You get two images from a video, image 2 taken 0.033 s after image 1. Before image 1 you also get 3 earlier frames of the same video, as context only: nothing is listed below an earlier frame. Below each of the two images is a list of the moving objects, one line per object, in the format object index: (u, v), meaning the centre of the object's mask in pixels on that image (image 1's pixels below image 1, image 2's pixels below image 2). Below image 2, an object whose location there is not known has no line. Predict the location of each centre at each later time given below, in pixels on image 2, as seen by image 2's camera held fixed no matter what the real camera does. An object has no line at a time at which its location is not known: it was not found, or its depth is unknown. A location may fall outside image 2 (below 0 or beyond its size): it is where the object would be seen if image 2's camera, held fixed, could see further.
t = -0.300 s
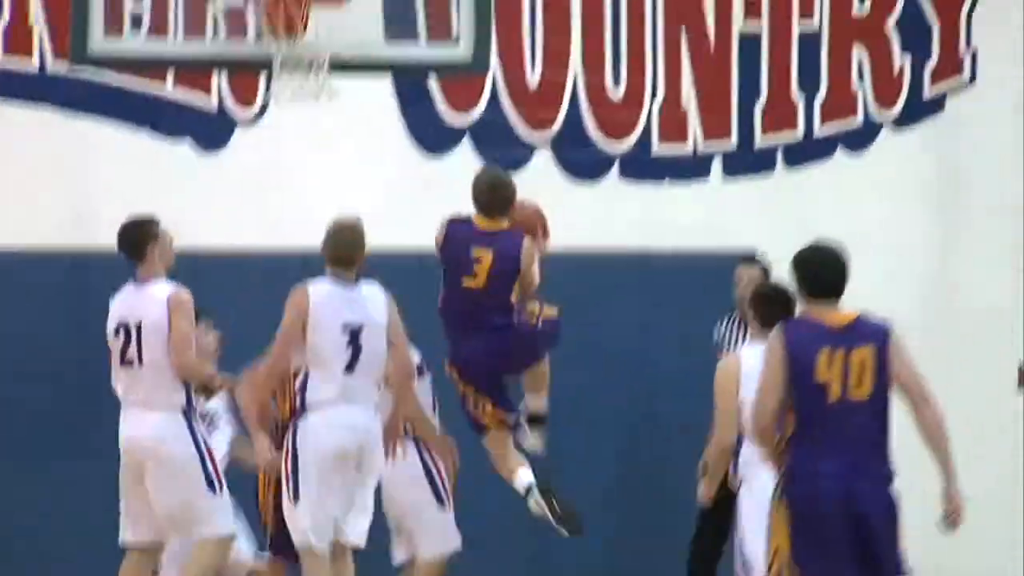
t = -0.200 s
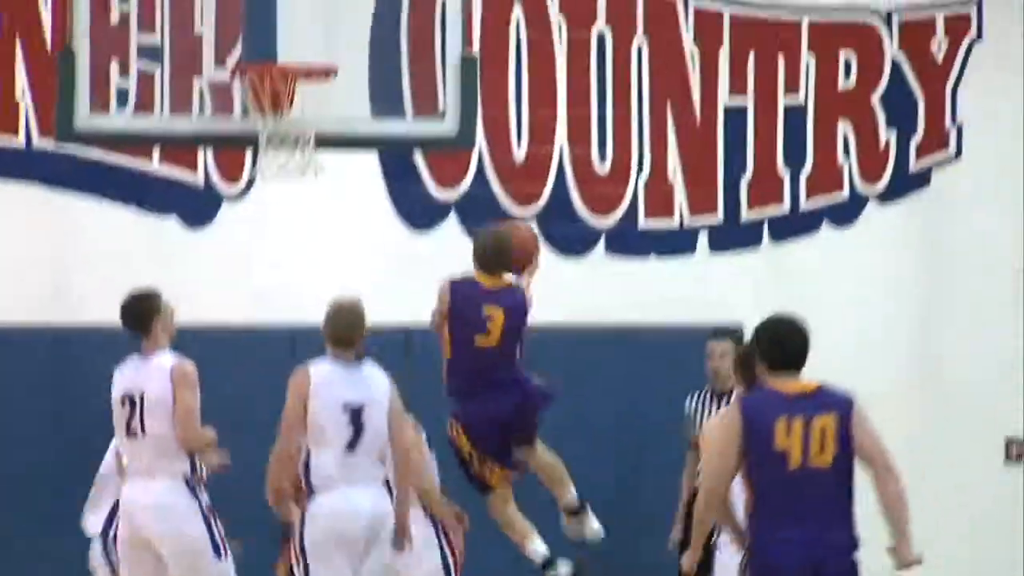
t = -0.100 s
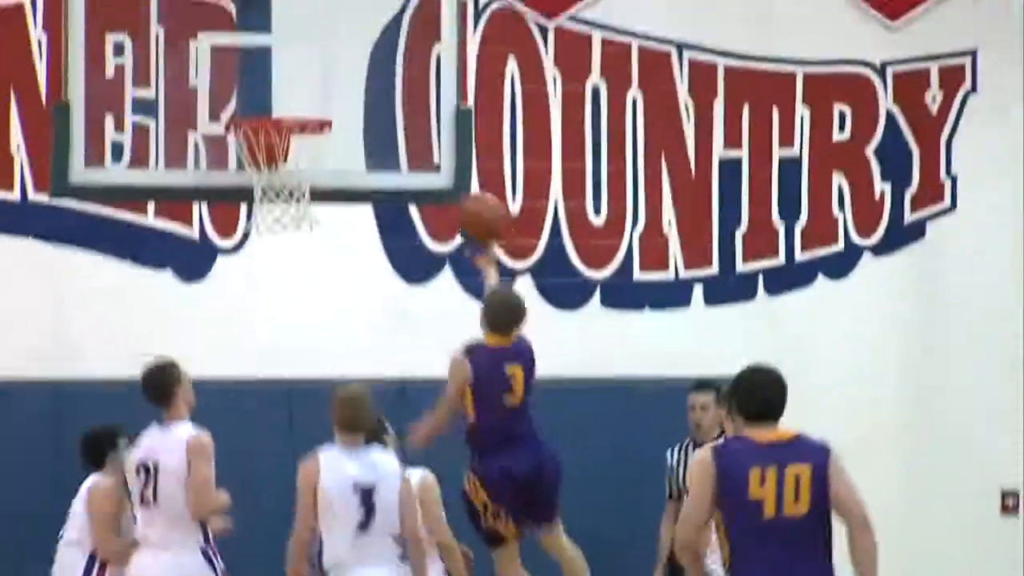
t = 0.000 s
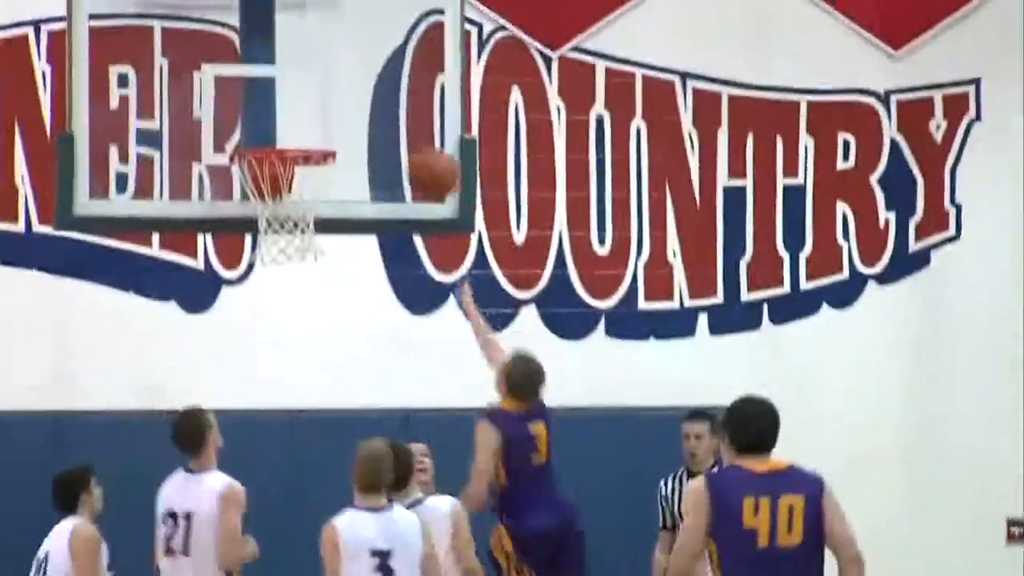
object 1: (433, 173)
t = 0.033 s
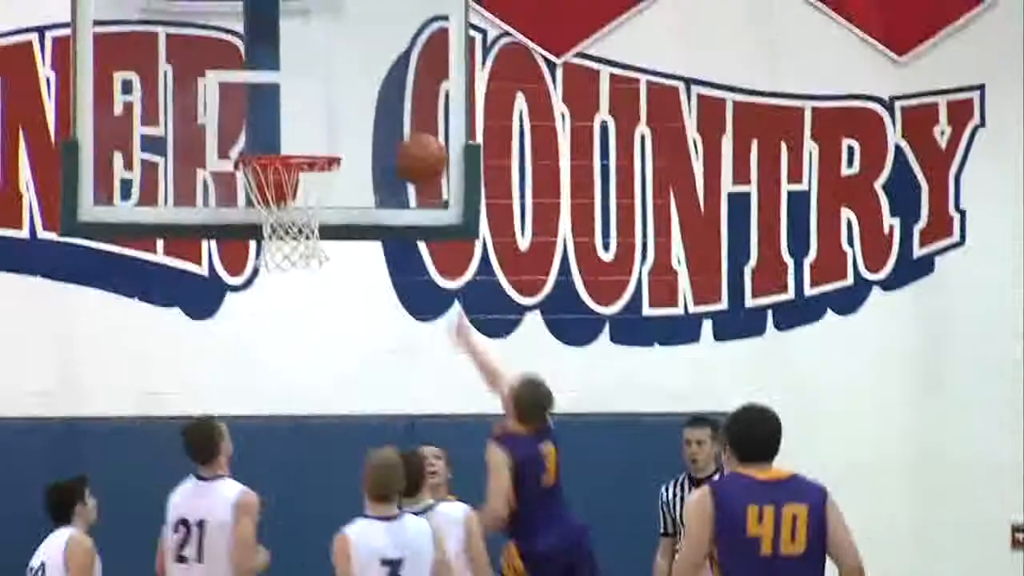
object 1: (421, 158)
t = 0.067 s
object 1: (405, 142)
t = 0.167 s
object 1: (373, 109)
